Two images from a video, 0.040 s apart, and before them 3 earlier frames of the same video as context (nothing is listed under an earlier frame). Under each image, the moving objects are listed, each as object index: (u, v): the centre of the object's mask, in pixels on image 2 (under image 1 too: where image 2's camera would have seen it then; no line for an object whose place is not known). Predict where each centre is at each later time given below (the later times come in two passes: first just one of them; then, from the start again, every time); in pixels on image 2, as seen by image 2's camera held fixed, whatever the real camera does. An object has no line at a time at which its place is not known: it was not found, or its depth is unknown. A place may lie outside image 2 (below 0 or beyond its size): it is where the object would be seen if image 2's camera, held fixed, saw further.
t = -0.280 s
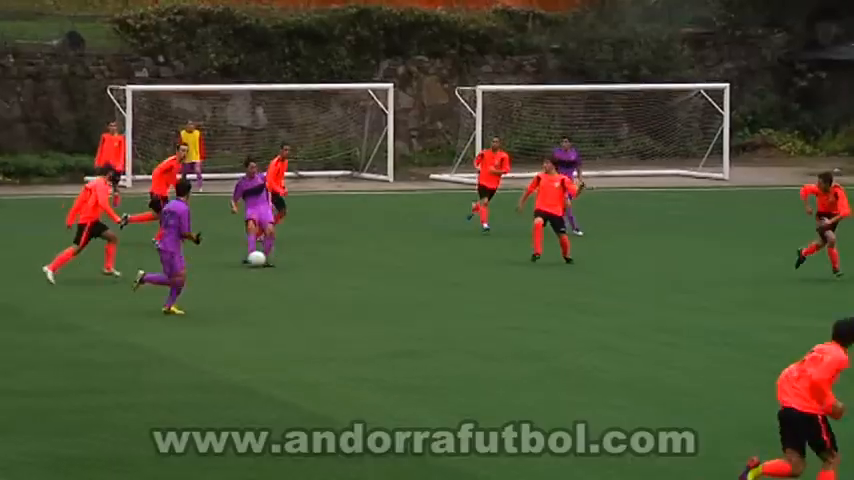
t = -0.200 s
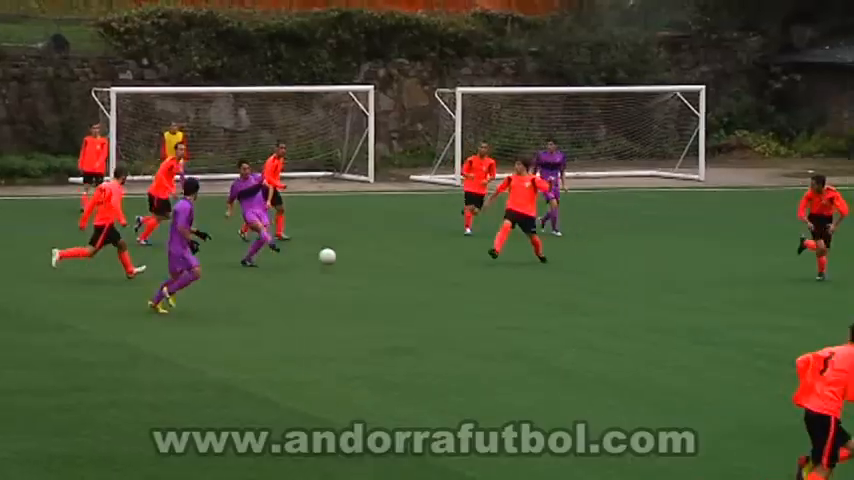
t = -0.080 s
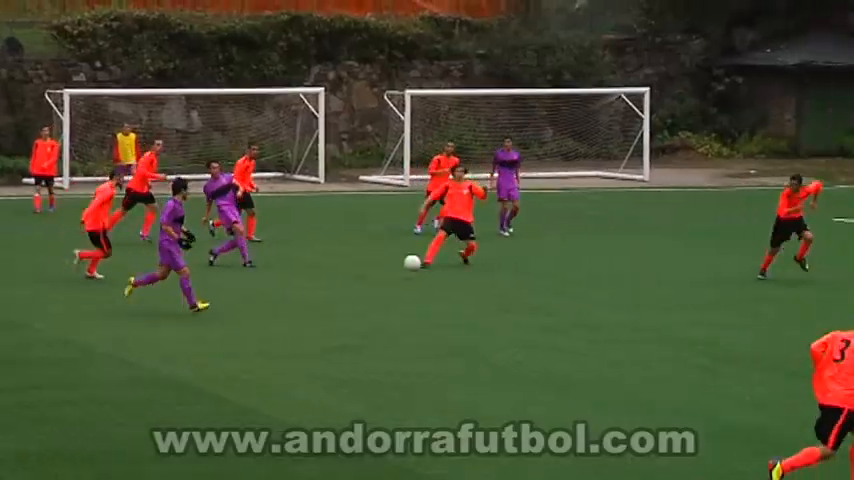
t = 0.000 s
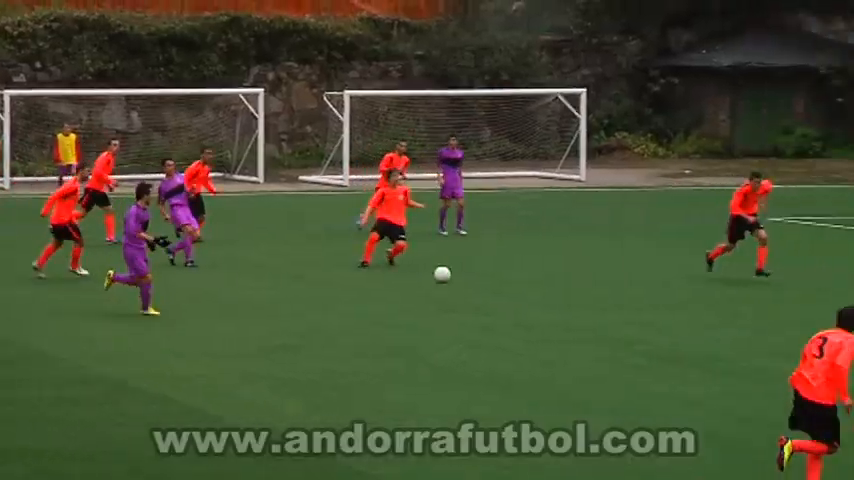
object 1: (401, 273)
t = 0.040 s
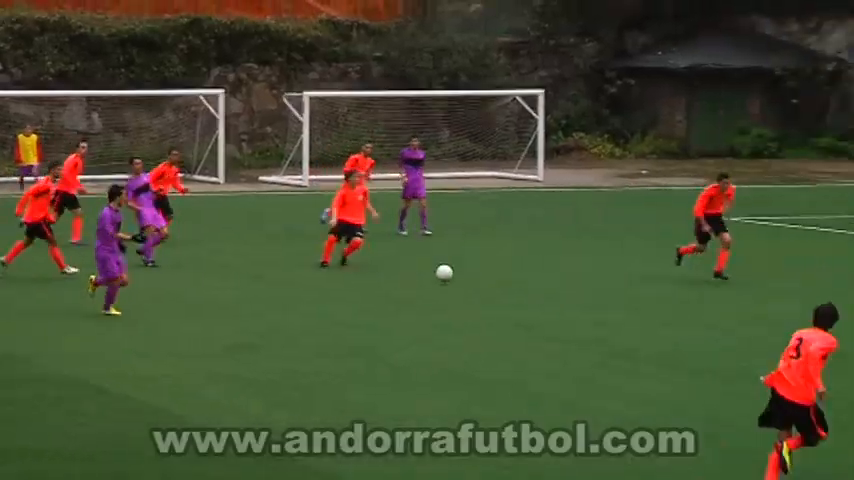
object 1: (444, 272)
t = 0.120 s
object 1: (529, 270)
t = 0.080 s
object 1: (486, 271)
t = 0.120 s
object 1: (529, 270)
